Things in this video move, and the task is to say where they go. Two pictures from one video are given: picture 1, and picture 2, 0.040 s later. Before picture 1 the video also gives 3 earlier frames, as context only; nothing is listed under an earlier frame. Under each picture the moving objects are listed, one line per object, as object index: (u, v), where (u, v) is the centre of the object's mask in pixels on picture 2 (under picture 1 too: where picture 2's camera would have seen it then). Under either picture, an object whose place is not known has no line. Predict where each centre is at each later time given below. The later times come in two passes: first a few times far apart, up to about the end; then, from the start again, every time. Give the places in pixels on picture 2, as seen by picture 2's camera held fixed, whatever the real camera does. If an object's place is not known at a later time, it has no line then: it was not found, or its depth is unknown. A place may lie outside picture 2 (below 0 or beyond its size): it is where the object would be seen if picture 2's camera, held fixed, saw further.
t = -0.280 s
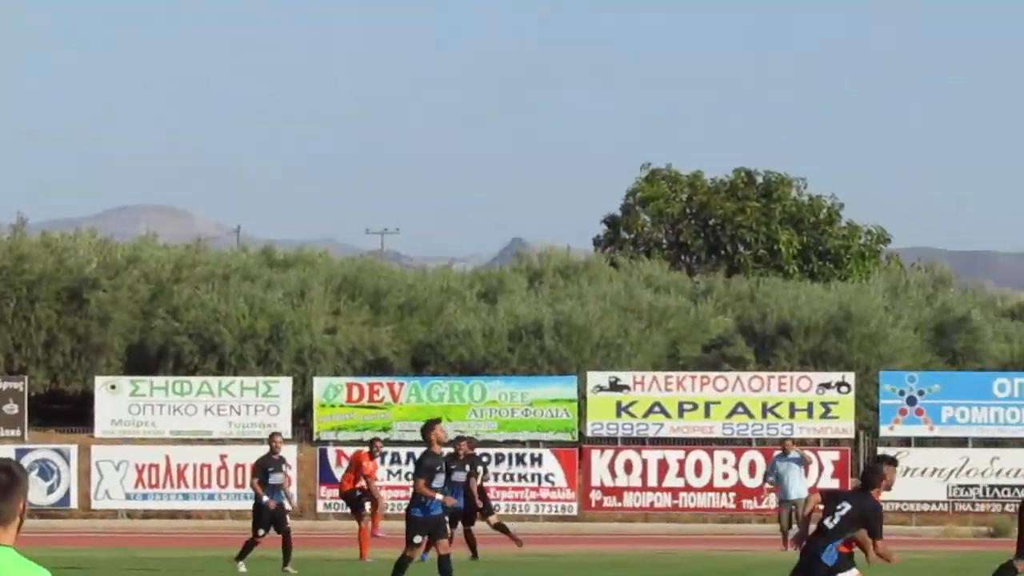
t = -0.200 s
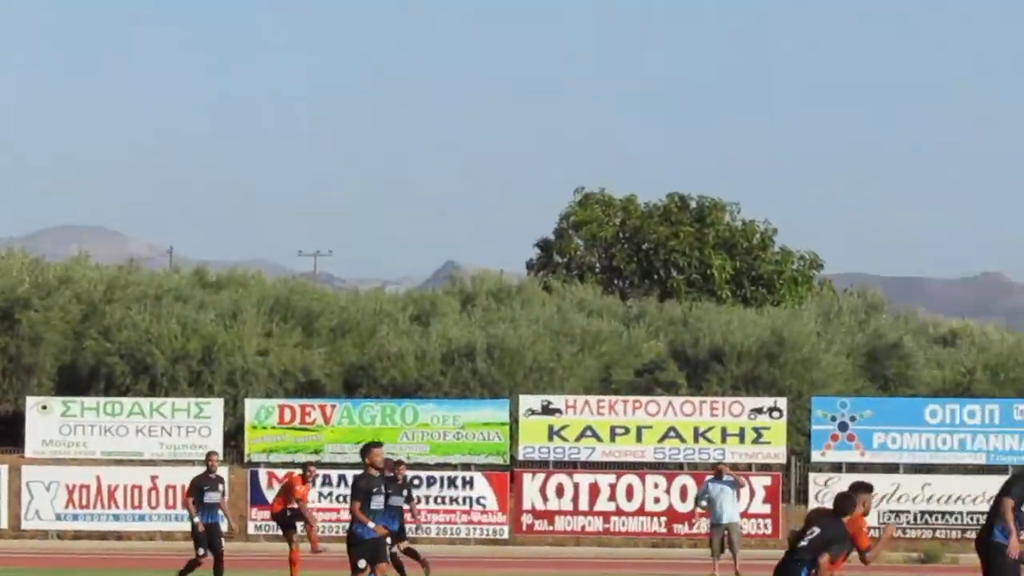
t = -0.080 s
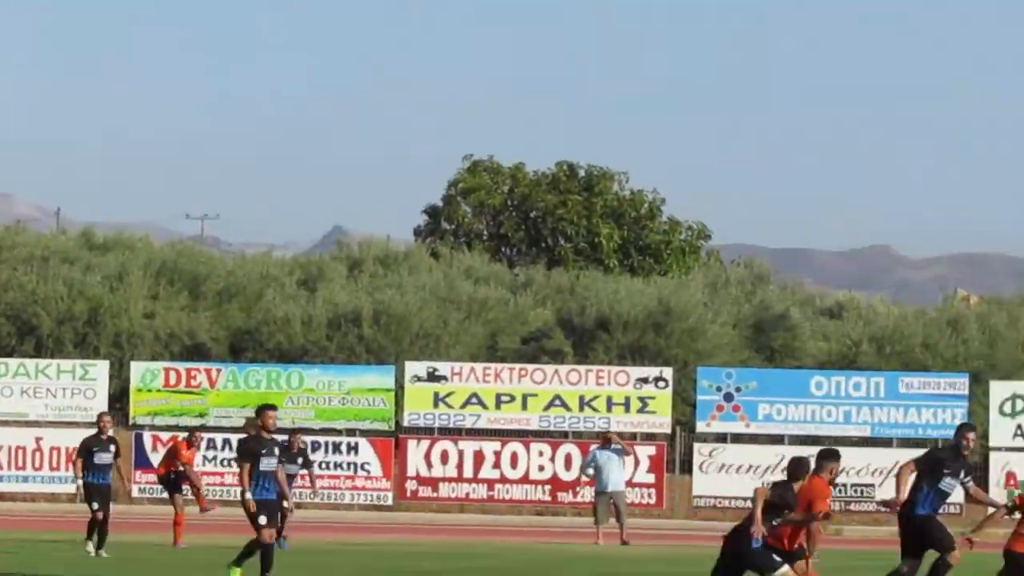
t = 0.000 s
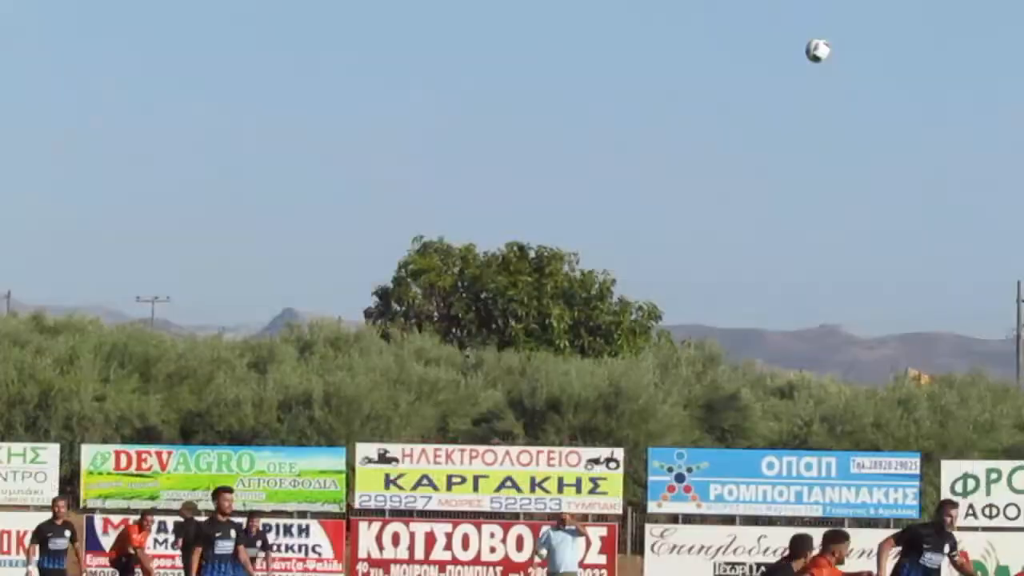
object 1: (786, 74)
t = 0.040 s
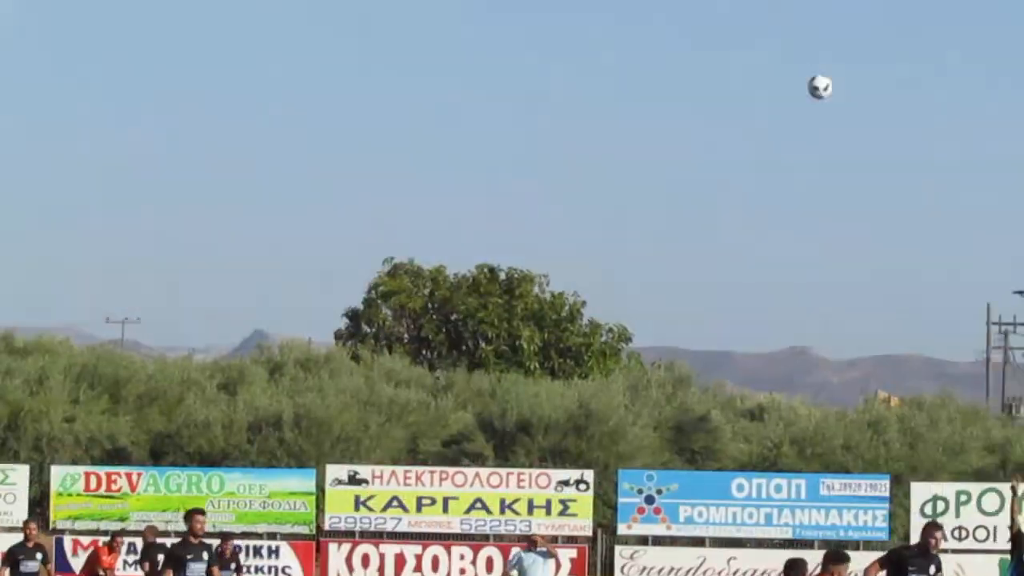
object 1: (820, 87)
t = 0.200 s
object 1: (965, 155)
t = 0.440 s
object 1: (1208, 341)
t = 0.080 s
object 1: (854, 101)
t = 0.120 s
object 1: (888, 118)
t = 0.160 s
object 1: (926, 136)
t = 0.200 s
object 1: (965, 155)
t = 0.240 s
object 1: (1003, 176)
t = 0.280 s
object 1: (1029, 203)
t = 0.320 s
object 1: (1072, 236)
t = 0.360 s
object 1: (1115, 269)
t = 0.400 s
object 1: (1161, 303)
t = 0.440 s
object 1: (1208, 341)
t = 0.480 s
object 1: (1259, 378)
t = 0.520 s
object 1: (1309, 419)
